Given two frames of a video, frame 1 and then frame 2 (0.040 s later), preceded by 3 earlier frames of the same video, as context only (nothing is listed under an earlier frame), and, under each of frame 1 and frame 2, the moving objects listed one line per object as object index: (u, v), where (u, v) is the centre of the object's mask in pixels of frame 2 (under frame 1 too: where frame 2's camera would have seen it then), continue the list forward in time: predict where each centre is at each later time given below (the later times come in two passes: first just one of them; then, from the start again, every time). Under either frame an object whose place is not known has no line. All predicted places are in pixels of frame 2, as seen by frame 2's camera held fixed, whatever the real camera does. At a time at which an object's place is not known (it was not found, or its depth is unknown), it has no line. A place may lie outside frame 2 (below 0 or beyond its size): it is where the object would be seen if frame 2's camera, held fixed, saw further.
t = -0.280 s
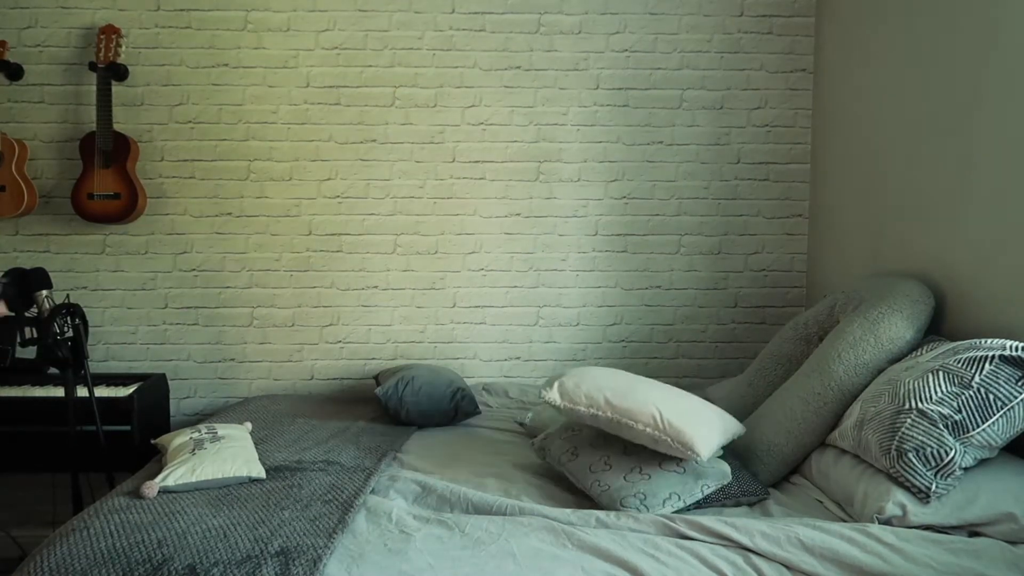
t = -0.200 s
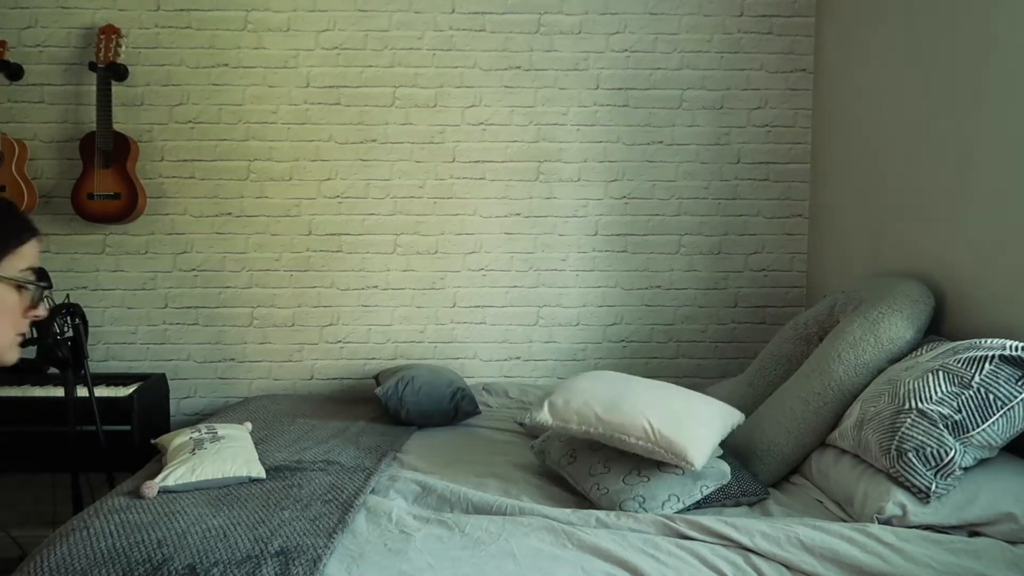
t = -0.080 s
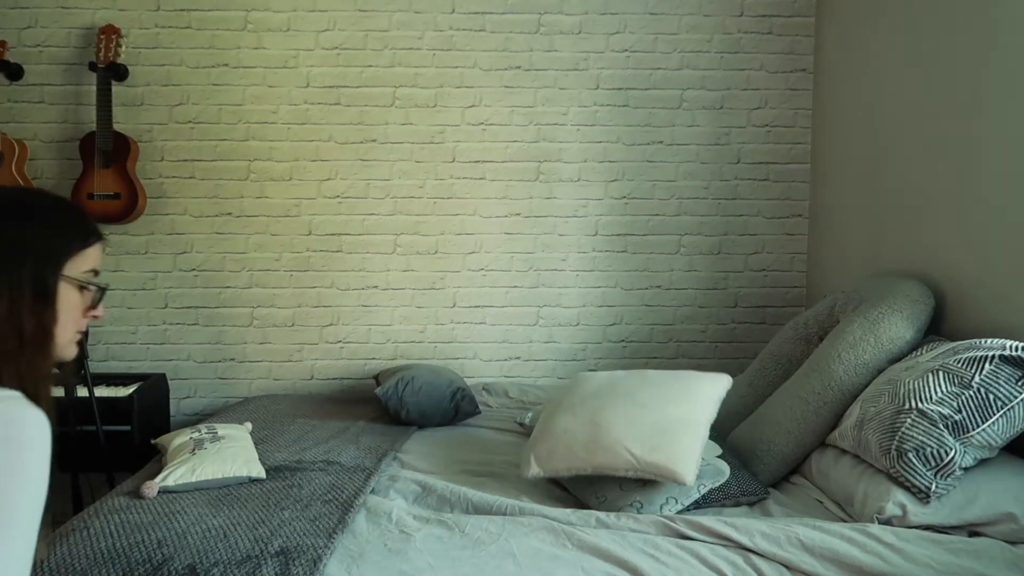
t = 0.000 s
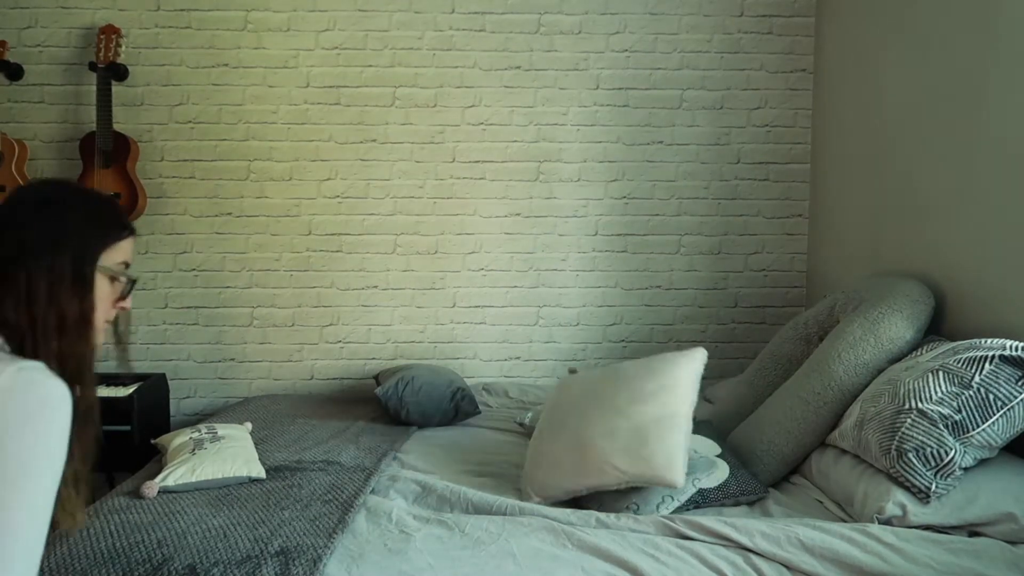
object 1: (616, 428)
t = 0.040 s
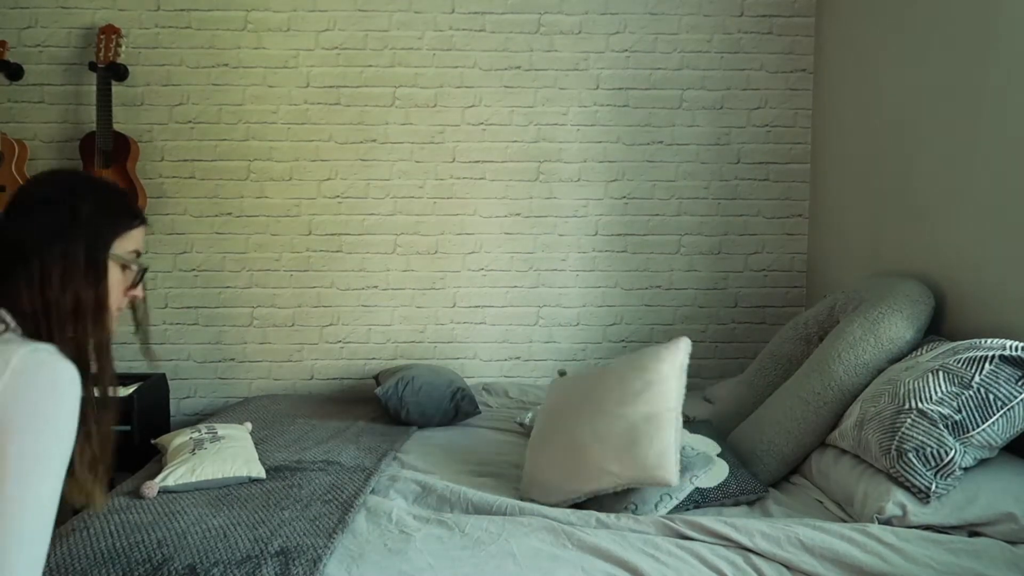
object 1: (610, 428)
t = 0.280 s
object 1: (602, 429)
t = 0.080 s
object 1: (603, 427)
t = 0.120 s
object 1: (599, 425)
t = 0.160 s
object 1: (597, 425)
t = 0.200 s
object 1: (597, 425)
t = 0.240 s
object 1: (599, 426)
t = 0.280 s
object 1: (602, 429)
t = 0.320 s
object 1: (605, 432)
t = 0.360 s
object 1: (607, 433)
